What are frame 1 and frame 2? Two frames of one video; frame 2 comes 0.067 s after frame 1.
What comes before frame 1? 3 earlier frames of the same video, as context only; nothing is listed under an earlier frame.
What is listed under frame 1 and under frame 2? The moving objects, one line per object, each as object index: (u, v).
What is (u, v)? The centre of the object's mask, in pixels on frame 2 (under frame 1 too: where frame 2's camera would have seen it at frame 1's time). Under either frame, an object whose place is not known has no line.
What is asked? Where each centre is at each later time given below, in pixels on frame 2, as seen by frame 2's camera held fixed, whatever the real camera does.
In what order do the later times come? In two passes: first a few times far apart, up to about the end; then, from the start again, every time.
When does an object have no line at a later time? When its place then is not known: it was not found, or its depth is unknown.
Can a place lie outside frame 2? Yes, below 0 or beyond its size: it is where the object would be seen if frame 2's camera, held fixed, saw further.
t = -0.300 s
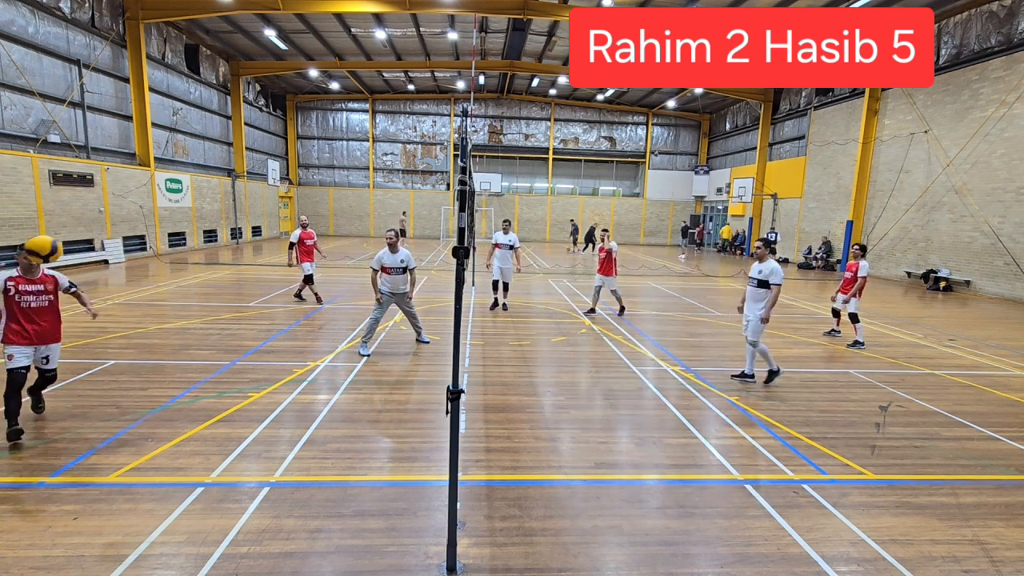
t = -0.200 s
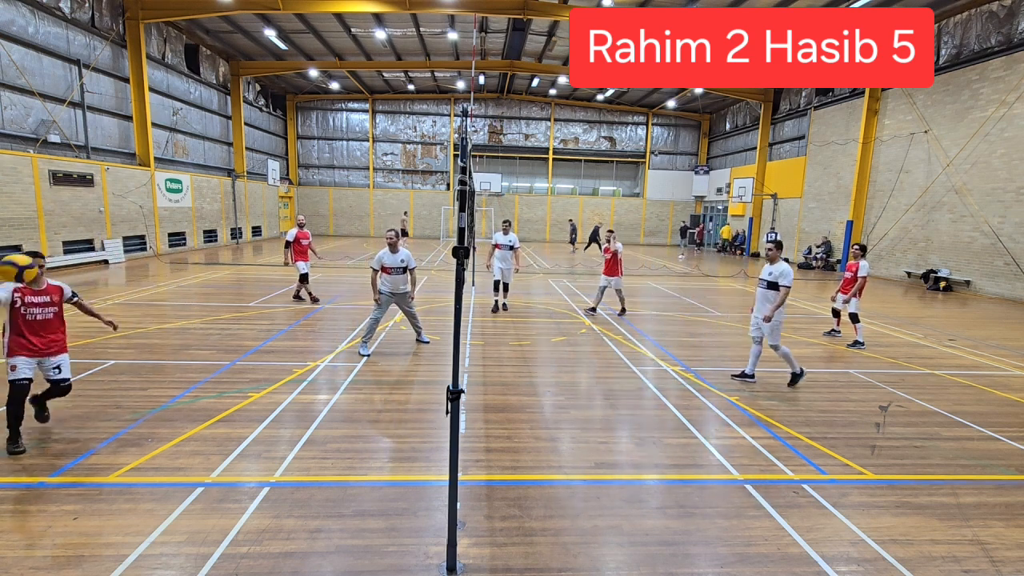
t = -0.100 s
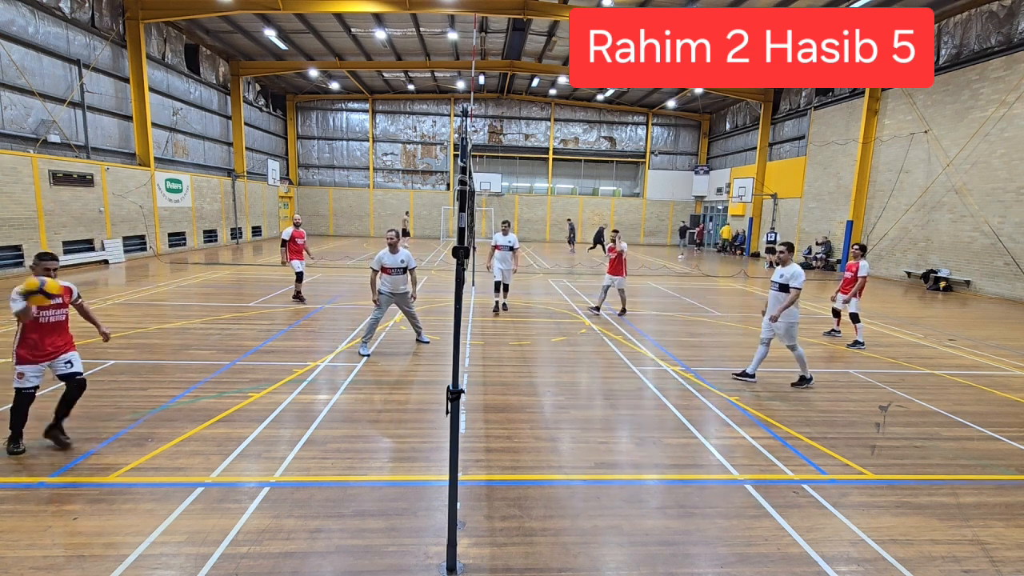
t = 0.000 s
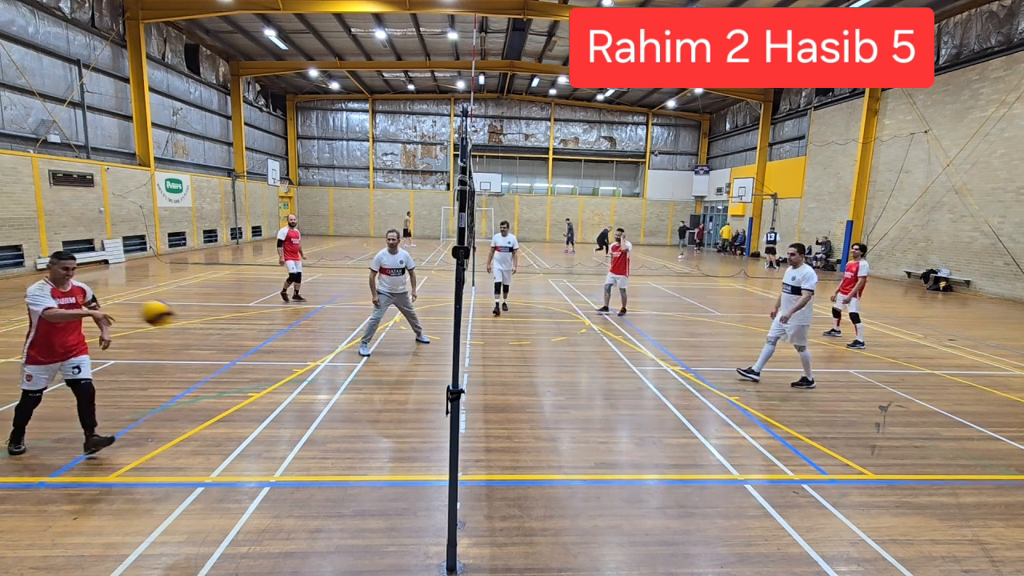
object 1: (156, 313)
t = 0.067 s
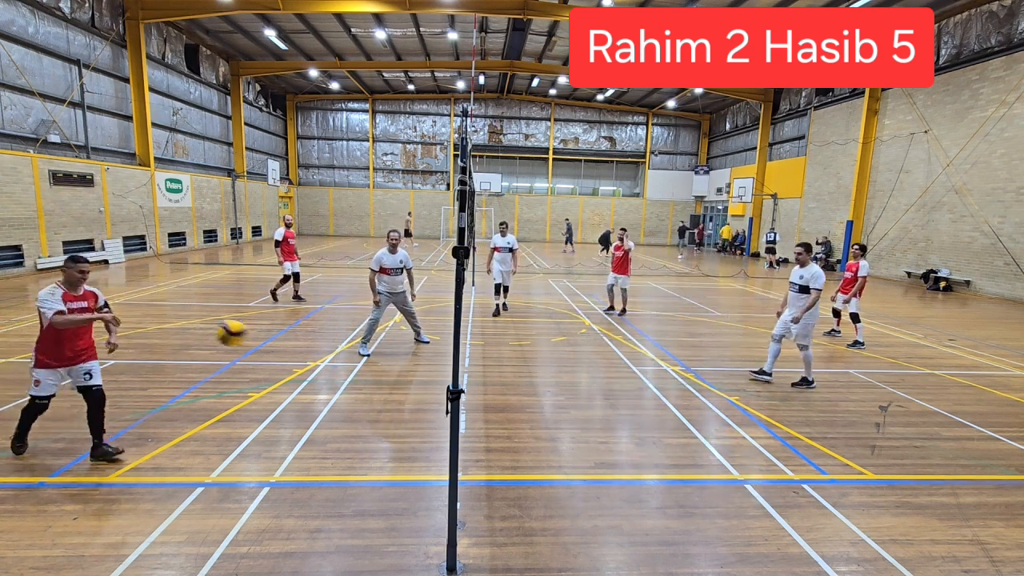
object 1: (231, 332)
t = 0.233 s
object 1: (385, 391)
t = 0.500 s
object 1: (515, 351)
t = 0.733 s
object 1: (598, 327)
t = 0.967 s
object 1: (670, 355)
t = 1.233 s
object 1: (745, 372)
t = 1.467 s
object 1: (809, 346)
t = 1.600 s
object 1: (841, 352)
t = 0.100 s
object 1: (265, 343)
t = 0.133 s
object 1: (296, 354)
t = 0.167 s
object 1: (328, 367)
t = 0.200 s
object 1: (358, 379)
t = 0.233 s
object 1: (385, 391)
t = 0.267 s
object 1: (410, 405)
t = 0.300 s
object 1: (435, 421)
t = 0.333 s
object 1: (445, 409)
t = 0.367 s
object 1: (467, 393)
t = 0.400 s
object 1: (477, 381)
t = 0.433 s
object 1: (489, 370)
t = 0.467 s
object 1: (503, 359)
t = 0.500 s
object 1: (515, 351)
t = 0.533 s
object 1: (528, 345)
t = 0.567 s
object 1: (541, 339)
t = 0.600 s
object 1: (552, 335)
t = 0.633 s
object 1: (564, 331)
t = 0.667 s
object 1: (576, 328)
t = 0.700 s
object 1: (588, 327)
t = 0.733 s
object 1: (598, 327)
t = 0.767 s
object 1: (609, 328)
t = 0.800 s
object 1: (620, 330)
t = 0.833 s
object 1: (631, 333)
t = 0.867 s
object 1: (641, 337)
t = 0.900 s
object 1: (651, 342)
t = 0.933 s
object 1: (661, 348)
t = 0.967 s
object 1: (670, 355)
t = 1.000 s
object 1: (678, 363)
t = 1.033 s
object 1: (688, 371)
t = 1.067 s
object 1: (695, 380)
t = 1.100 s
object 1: (705, 392)
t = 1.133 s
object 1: (713, 400)
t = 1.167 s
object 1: (724, 389)
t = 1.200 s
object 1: (734, 380)
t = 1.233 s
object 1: (745, 372)
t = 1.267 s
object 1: (754, 365)
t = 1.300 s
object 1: (763, 360)
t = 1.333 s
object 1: (773, 355)
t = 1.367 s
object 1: (782, 352)
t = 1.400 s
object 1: (792, 349)
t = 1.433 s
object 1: (800, 347)
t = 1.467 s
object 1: (809, 346)
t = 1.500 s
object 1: (817, 347)
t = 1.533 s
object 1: (825, 347)
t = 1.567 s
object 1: (833, 350)
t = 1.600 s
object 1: (841, 352)
